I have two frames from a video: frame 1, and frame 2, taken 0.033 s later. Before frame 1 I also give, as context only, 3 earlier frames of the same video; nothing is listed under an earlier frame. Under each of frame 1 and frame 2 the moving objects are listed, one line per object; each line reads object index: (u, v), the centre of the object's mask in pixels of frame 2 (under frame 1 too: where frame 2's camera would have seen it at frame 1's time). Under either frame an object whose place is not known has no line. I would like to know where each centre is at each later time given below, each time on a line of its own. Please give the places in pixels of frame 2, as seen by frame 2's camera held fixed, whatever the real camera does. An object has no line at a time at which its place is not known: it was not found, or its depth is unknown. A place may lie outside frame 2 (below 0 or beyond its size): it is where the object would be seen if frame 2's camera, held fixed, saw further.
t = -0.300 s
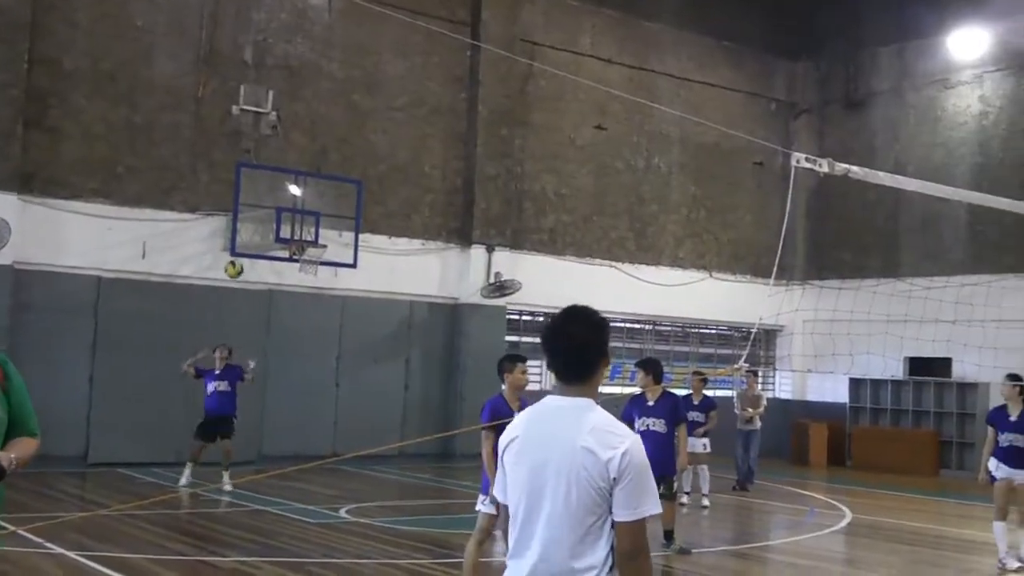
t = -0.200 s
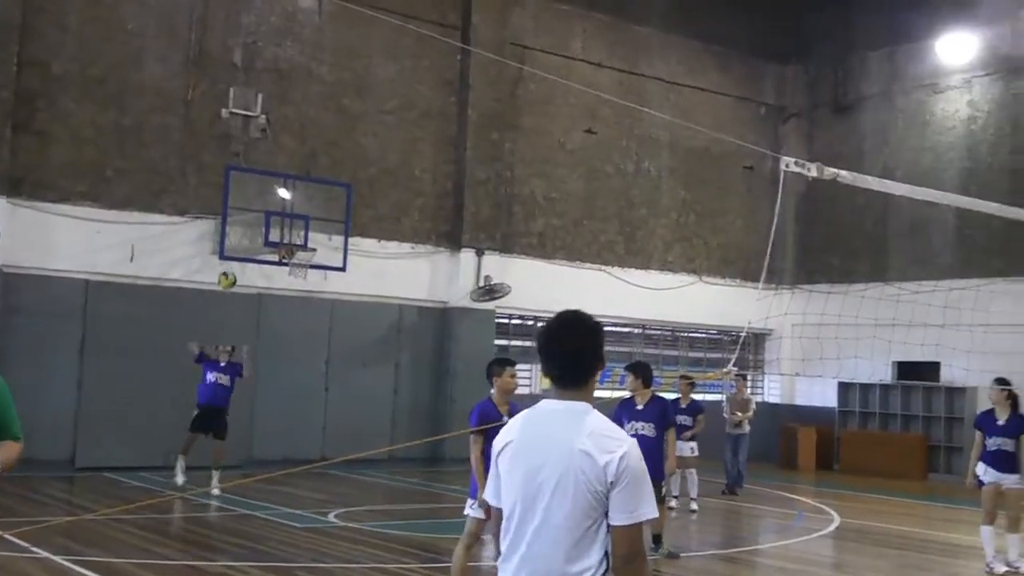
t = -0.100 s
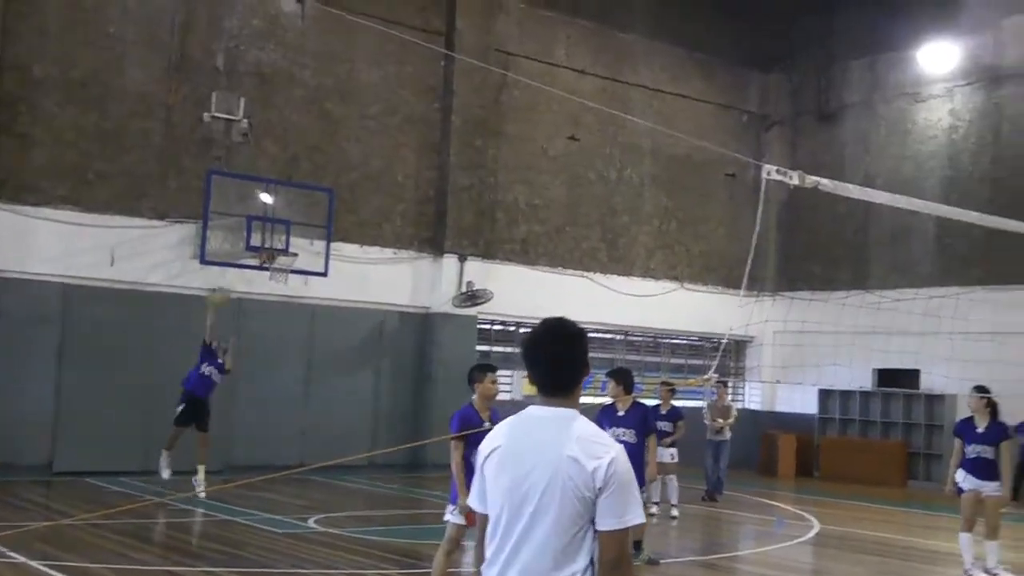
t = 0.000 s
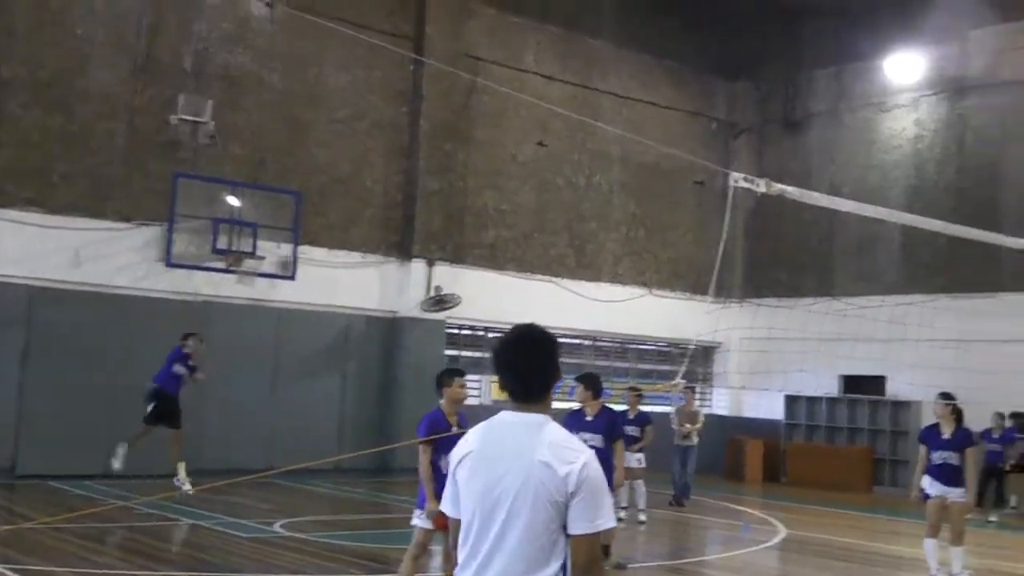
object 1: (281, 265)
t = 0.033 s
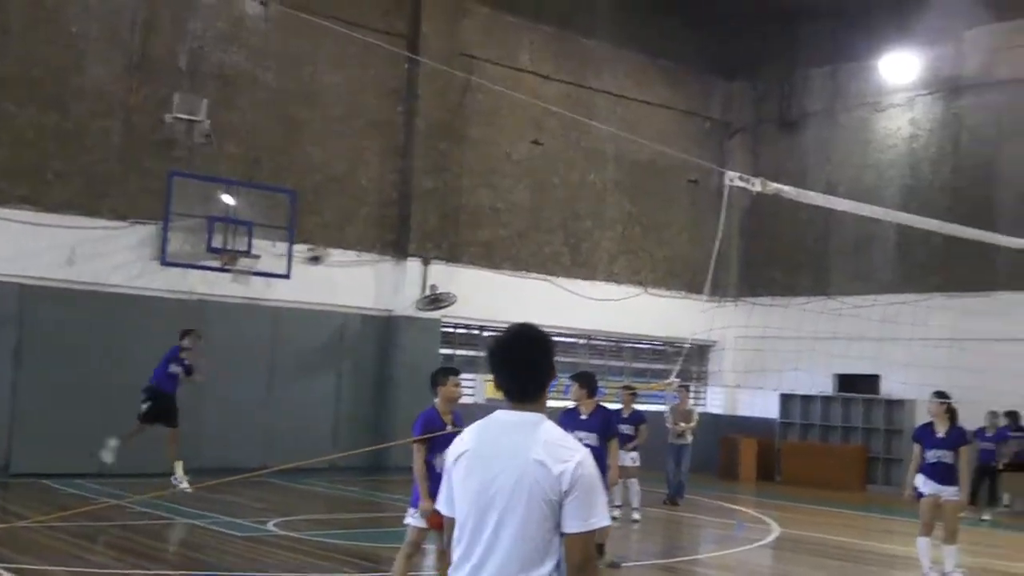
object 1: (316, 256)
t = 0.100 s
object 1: (386, 235)
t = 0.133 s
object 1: (423, 227)
